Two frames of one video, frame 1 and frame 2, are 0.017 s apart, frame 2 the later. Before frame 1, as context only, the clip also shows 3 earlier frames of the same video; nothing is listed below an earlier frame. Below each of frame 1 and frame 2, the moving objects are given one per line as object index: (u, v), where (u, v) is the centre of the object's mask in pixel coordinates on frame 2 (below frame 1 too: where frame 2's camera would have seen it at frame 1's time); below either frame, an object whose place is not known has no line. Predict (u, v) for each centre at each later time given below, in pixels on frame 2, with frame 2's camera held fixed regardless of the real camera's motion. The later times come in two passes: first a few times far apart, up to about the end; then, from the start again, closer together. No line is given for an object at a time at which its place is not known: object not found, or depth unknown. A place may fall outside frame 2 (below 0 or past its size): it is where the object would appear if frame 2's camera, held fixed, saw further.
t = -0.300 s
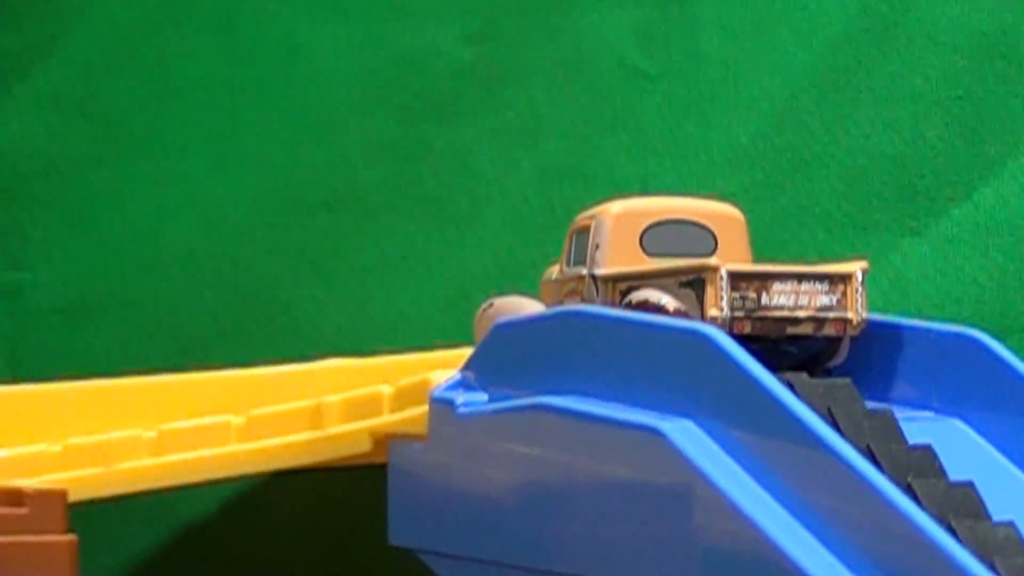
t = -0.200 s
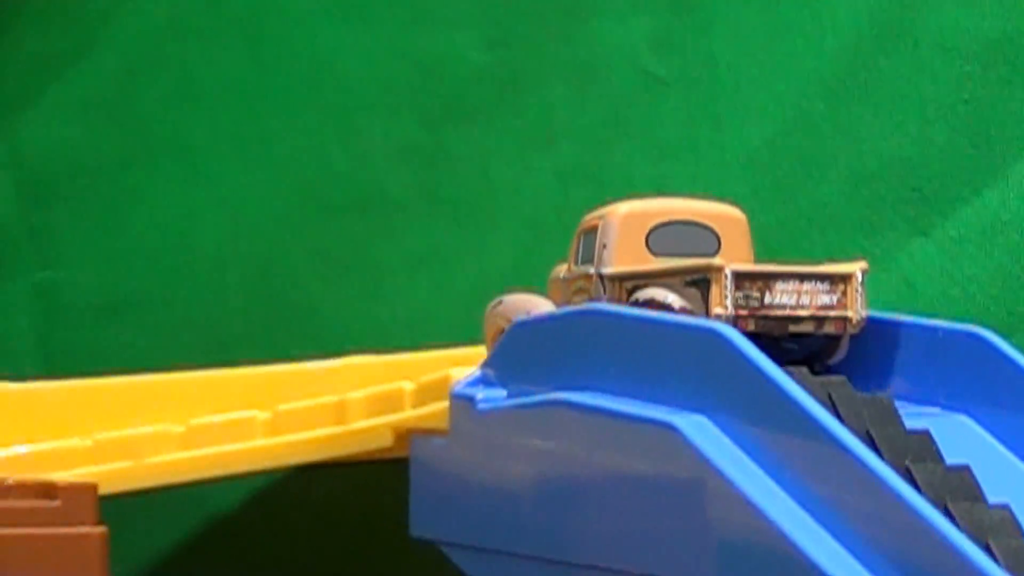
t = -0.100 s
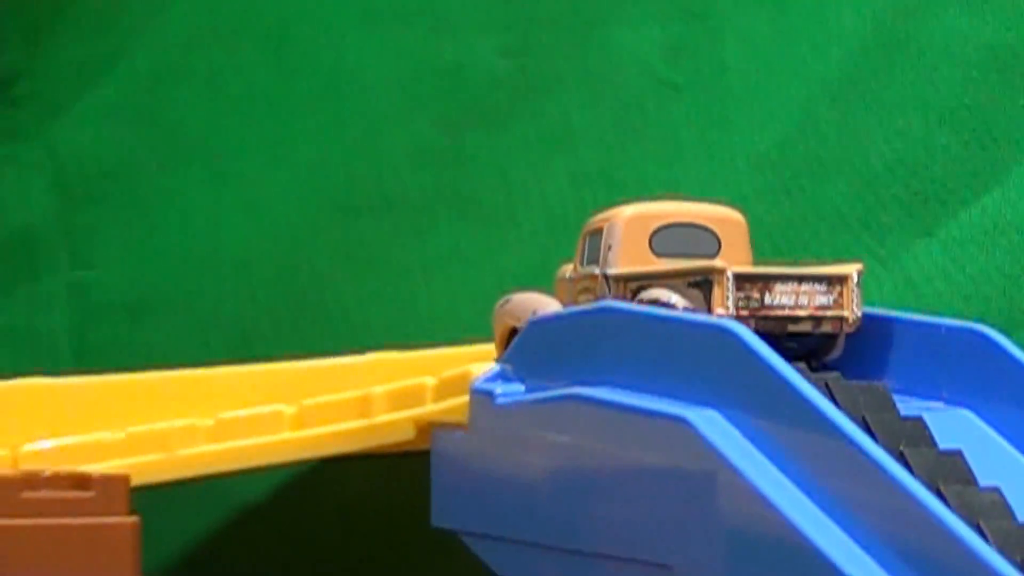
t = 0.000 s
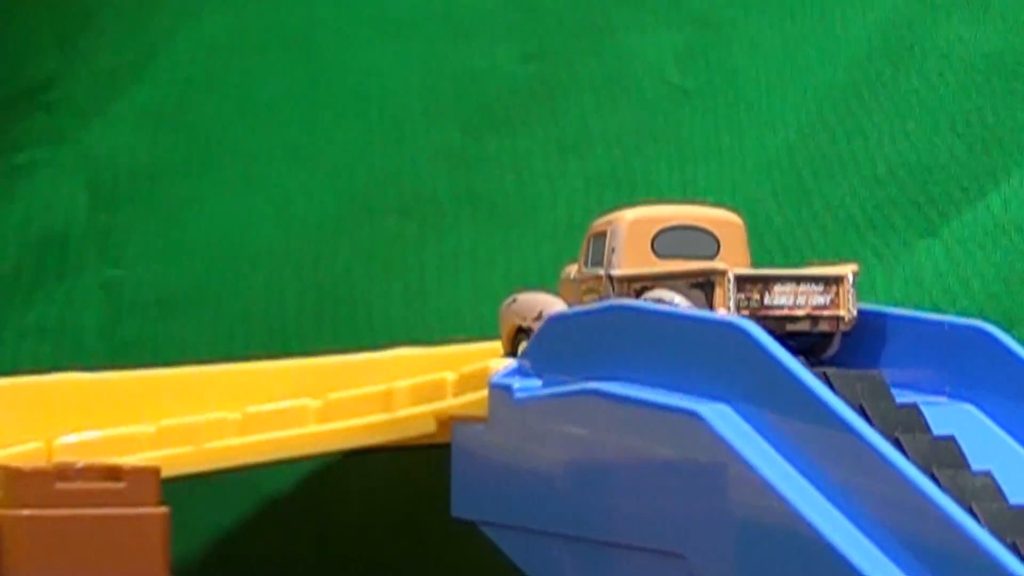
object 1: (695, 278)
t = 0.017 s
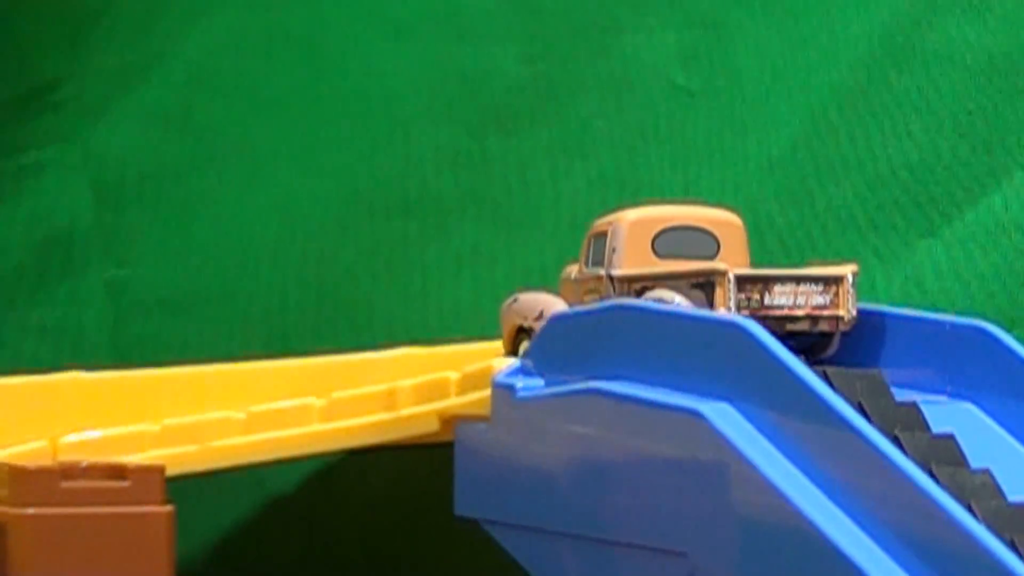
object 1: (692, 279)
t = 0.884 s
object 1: (506, 302)
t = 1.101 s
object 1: (461, 311)
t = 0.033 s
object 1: (689, 279)
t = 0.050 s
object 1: (687, 279)
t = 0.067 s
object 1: (684, 279)
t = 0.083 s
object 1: (680, 279)
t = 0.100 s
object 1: (678, 280)
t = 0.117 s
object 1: (675, 280)
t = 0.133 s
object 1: (672, 280)
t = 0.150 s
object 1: (669, 280)
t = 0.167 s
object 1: (666, 281)
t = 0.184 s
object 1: (662, 281)
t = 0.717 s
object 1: (542, 297)
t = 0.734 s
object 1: (539, 298)
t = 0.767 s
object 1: (533, 299)
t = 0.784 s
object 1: (529, 299)
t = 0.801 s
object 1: (526, 299)
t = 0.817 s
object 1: (523, 301)
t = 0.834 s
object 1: (518, 301)
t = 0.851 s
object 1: (515, 302)
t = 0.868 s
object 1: (508, 302)
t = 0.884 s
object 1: (506, 302)
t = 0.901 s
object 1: (502, 303)
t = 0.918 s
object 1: (499, 303)
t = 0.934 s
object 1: (496, 305)
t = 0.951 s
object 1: (492, 305)
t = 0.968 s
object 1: (489, 306)
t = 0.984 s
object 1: (486, 306)
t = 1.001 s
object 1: (482, 307)
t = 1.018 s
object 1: (479, 307)
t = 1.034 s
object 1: (475, 308)
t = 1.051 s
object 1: (472, 309)
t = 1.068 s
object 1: (468, 309)
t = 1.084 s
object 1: (464, 310)
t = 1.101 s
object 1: (461, 311)
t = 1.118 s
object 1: (458, 312)
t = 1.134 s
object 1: (454, 312)
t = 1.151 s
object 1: (451, 313)
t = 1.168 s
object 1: (447, 314)
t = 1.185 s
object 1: (443, 315)
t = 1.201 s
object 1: (441, 315)
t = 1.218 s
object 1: (436, 316)
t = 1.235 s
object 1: (433, 317)
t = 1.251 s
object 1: (429, 318)
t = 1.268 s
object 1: (425, 319)
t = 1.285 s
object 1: (421, 320)
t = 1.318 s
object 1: (413, 321)
